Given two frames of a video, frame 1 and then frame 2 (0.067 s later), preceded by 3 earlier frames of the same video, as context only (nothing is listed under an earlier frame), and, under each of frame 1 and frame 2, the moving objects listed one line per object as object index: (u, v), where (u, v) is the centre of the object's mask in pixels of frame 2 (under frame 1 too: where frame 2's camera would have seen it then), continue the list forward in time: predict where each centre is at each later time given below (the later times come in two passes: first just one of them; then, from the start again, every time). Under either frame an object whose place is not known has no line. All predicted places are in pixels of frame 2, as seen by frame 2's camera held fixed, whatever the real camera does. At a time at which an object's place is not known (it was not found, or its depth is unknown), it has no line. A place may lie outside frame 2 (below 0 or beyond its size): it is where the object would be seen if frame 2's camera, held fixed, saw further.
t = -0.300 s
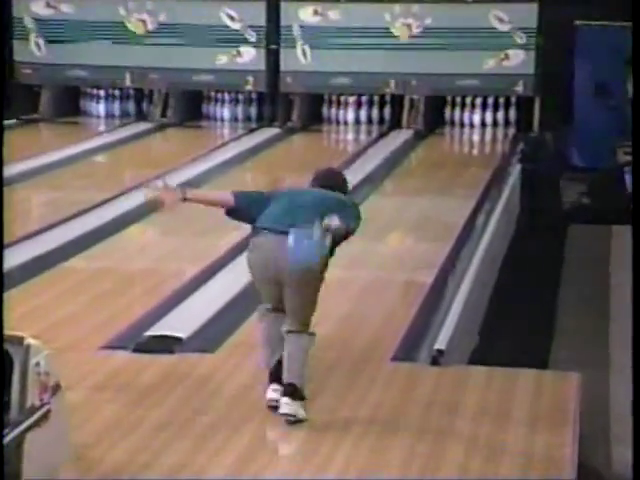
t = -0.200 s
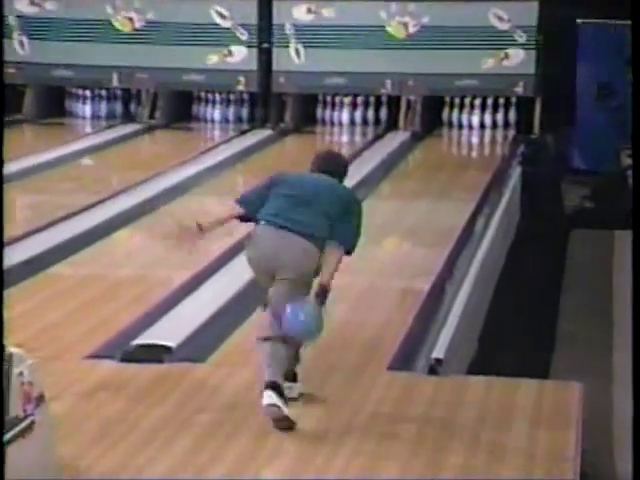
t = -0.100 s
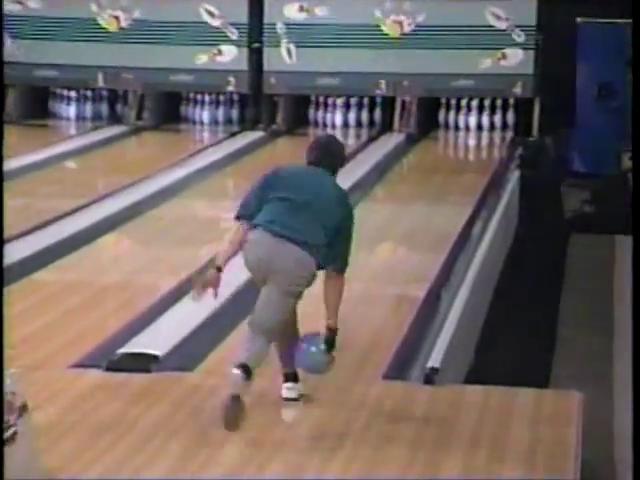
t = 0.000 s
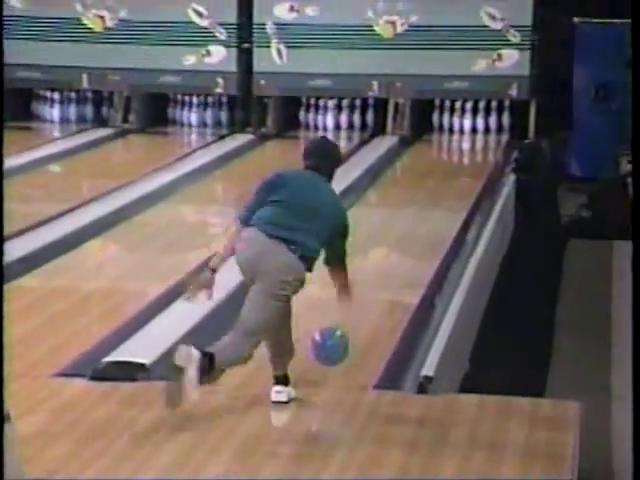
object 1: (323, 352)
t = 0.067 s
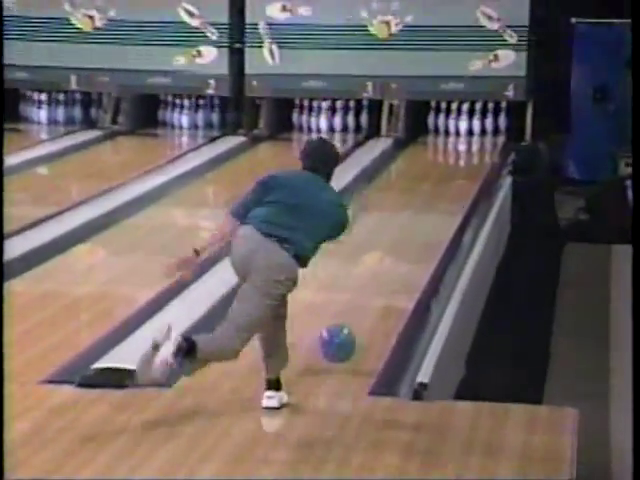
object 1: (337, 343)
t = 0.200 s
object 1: (361, 320)
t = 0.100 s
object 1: (343, 342)
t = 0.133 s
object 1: (350, 334)
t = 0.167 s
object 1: (355, 327)
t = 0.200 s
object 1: (361, 320)
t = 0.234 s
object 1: (367, 313)
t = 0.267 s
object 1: (372, 306)
